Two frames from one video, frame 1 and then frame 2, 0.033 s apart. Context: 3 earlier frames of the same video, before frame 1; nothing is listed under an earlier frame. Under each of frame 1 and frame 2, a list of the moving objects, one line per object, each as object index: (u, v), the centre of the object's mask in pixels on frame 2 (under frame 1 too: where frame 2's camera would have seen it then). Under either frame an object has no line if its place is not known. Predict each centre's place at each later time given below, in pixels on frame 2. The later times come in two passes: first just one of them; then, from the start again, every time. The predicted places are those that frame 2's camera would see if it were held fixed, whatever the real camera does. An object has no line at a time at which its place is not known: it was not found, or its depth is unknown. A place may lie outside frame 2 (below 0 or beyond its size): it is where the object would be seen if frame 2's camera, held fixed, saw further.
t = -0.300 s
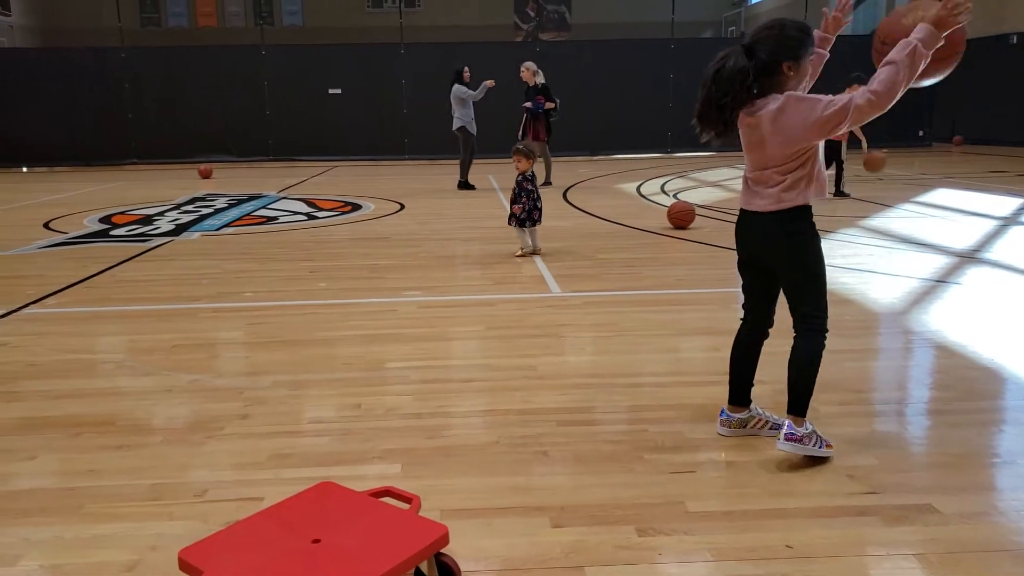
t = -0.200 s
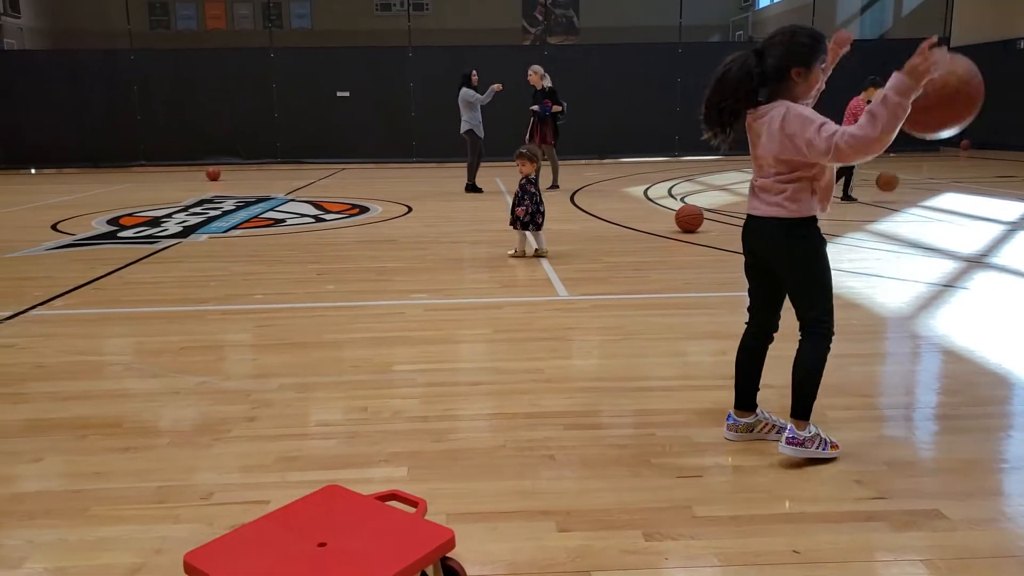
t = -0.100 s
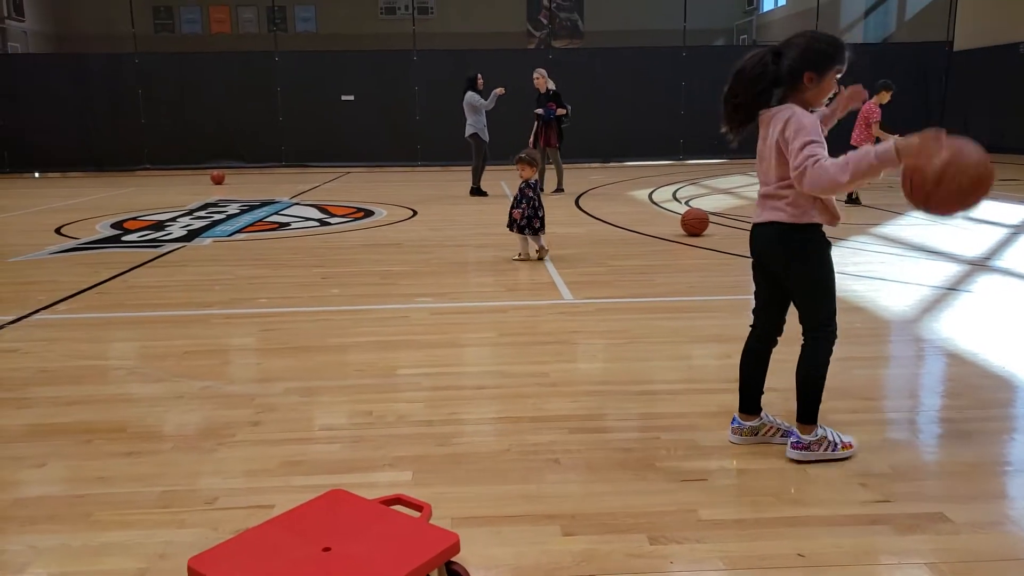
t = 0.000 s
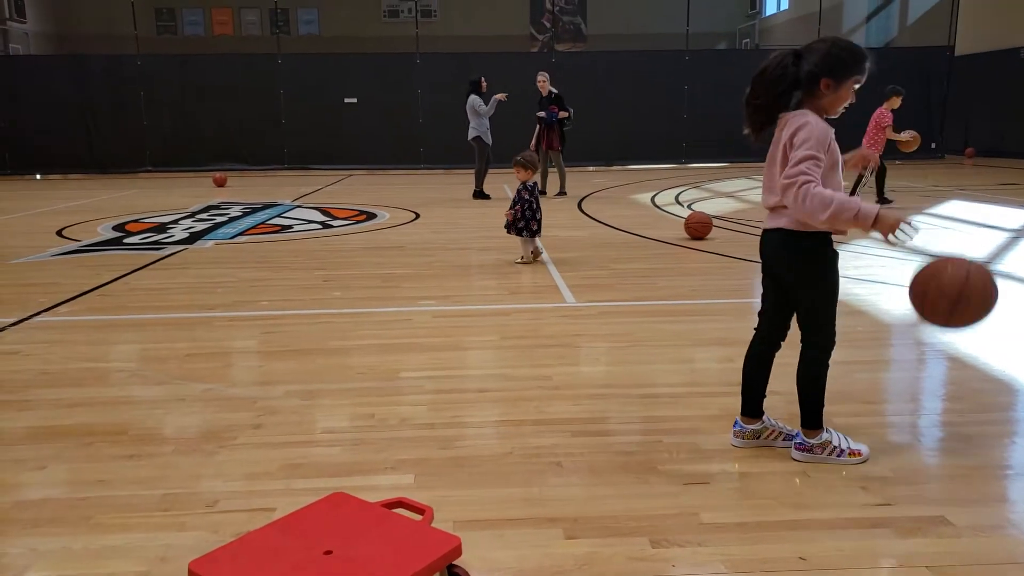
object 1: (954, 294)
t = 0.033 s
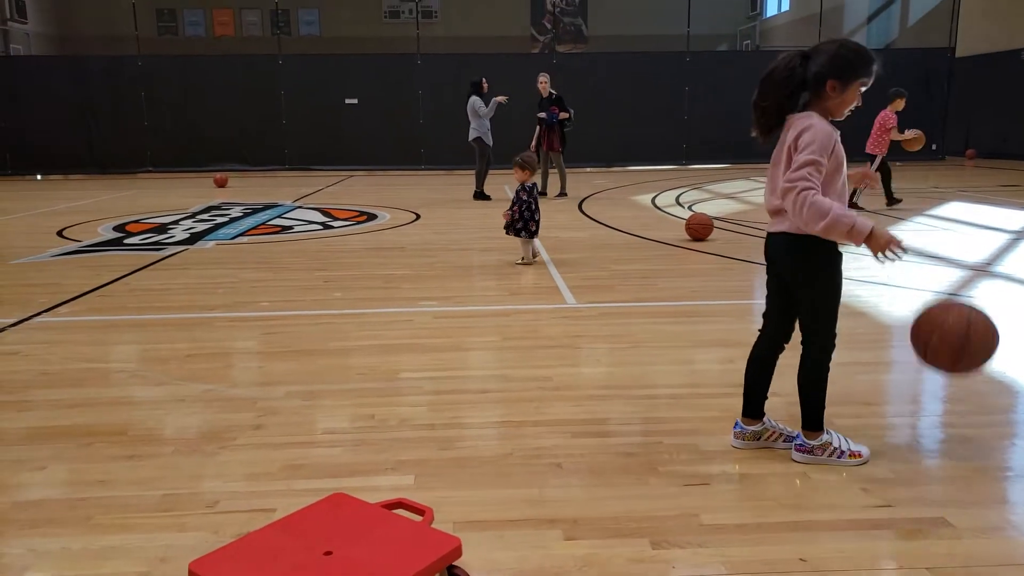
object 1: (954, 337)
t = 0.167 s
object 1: (962, 361)
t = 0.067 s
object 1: (955, 383)
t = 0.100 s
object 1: (955, 424)
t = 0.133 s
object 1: (959, 389)
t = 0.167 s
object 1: (962, 361)
